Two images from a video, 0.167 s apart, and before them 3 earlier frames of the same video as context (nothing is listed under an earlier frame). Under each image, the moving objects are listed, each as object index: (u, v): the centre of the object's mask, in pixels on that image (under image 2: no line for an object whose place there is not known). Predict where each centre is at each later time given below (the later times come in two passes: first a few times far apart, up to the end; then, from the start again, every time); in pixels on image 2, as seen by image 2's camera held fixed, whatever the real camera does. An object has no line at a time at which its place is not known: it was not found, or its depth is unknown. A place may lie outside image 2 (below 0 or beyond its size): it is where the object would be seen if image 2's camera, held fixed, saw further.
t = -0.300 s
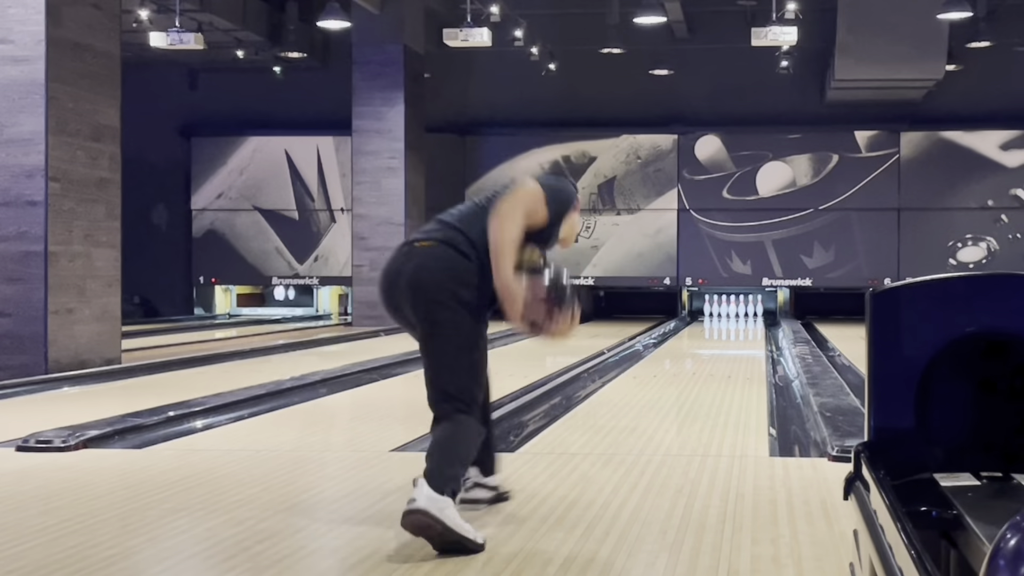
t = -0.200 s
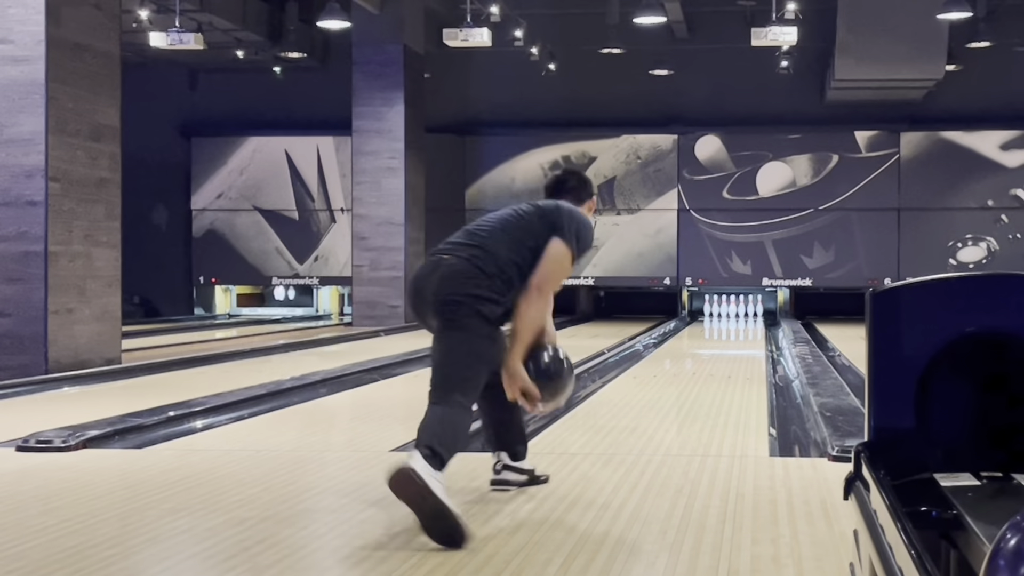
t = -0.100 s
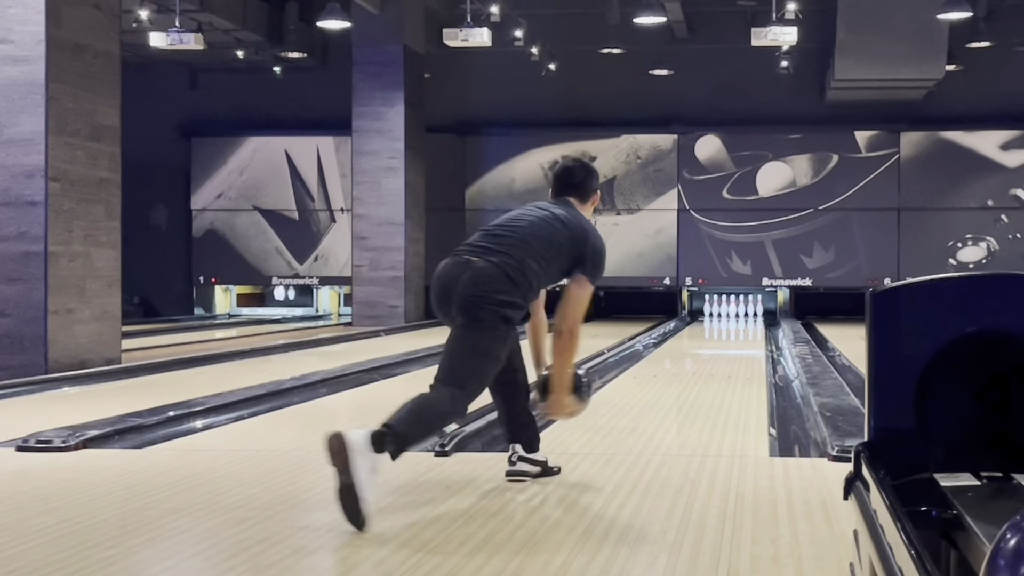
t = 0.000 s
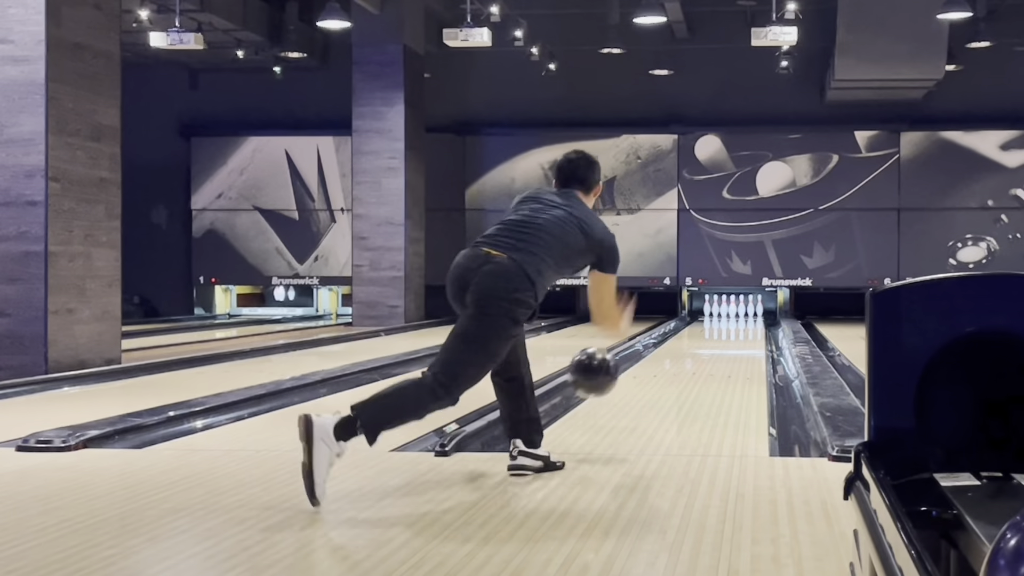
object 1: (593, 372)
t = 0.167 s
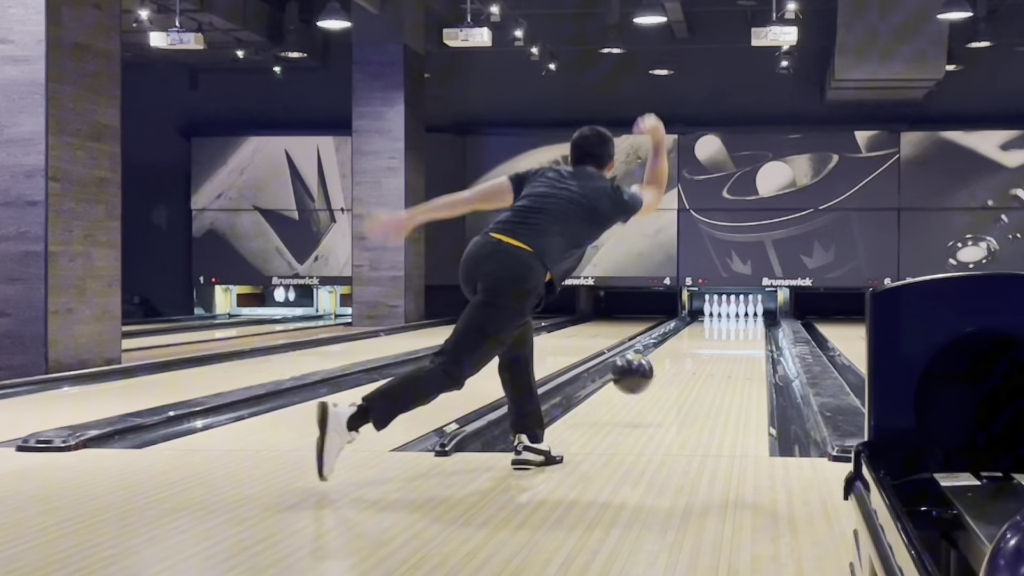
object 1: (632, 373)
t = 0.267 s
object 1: (650, 388)
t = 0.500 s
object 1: (680, 370)
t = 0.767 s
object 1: (703, 355)
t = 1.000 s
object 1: (717, 345)
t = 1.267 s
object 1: (729, 336)
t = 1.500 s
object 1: (736, 330)
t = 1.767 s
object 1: (743, 325)
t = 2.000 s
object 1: (747, 320)
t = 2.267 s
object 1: (748, 317)
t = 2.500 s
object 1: (744, 314)
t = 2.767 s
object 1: (736, 312)
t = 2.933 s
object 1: (736, 311)
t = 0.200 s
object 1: (638, 380)
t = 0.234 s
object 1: (644, 388)
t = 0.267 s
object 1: (650, 388)
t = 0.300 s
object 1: (655, 384)
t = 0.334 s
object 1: (660, 382)
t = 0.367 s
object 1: (664, 380)
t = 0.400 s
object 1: (669, 377)
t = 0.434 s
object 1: (673, 375)
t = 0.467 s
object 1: (677, 373)
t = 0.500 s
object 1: (680, 370)
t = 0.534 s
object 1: (684, 368)
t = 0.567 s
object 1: (687, 365)
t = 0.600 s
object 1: (690, 363)
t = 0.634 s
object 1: (693, 361)
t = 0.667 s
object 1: (696, 360)
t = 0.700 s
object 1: (698, 358)
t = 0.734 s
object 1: (701, 356)
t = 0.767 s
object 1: (703, 355)
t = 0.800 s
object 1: (705, 353)
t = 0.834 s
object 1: (708, 352)
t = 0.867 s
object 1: (710, 350)
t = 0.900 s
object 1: (712, 349)
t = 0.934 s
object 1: (714, 348)
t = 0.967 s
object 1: (715, 346)
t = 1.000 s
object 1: (717, 345)
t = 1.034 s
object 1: (719, 344)
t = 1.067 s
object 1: (720, 342)
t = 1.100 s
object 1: (722, 341)
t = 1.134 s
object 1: (723, 340)
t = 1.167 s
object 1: (725, 339)
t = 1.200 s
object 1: (726, 338)
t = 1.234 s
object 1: (727, 337)
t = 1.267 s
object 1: (729, 336)
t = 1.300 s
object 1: (730, 335)
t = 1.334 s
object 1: (731, 334)
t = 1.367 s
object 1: (732, 333)
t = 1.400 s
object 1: (733, 332)
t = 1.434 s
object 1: (734, 331)
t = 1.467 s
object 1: (735, 331)
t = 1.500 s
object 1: (736, 330)
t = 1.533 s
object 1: (737, 329)
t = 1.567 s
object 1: (738, 328)
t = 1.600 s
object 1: (739, 328)
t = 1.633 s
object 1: (740, 327)
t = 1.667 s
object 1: (740, 327)
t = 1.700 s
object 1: (741, 326)
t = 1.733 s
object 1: (742, 325)
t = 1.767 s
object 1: (743, 325)
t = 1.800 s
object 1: (743, 324)
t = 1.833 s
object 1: (744, 323)
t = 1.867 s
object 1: (745, 322)
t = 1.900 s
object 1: (745, 322)
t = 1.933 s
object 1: (746, 322)
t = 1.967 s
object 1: (746, 321)
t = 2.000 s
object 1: (747, 320)
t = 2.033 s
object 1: (747, 319)
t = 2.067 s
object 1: (747, 319)
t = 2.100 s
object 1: (748, 319)
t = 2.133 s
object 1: (748, 318)
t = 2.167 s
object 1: (748, 318)
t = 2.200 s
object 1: (748, 317)
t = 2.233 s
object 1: (748, 317)
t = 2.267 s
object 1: (748, 317)
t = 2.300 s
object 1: (747, 316)
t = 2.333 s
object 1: (747, 316)
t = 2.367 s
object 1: (746, 315)
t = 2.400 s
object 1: (746, 315)
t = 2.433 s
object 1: (745, 315)
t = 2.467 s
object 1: (744, 314)
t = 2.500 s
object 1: (744, 314)
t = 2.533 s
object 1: (743, 314)
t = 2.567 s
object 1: (741, 313)
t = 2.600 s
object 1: (741, 313)
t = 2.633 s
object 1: (740, 313)
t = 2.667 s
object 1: (739, 313)
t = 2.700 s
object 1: (738, 312)
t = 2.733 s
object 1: (737, 312)
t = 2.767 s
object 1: (736, 312)
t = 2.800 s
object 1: (737, 312)
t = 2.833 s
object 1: (736, 311)
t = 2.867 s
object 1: (736, 311)
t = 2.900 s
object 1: (736, 311)
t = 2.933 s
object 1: (736, 311)
